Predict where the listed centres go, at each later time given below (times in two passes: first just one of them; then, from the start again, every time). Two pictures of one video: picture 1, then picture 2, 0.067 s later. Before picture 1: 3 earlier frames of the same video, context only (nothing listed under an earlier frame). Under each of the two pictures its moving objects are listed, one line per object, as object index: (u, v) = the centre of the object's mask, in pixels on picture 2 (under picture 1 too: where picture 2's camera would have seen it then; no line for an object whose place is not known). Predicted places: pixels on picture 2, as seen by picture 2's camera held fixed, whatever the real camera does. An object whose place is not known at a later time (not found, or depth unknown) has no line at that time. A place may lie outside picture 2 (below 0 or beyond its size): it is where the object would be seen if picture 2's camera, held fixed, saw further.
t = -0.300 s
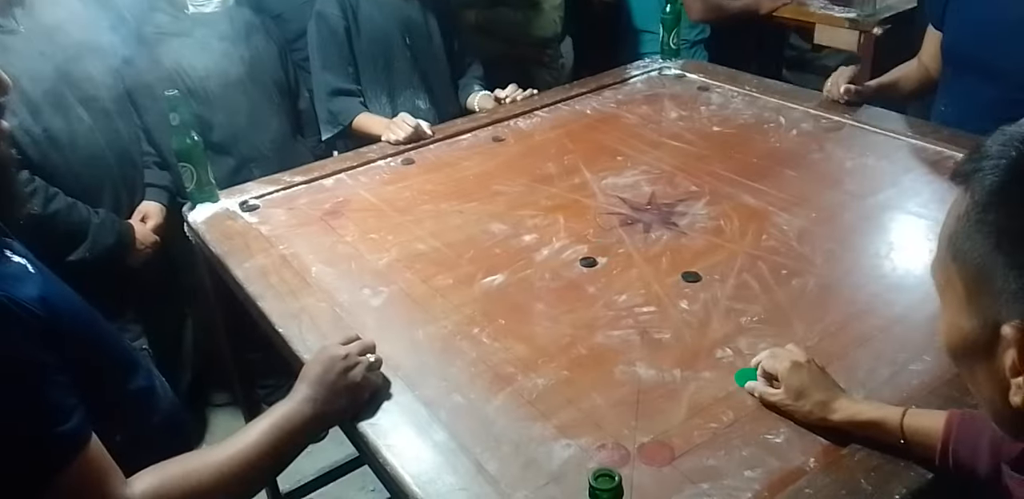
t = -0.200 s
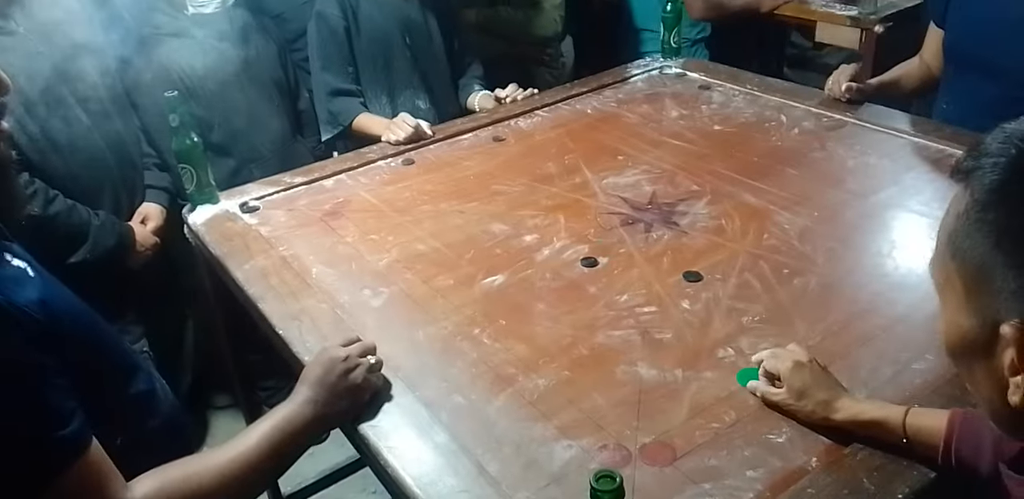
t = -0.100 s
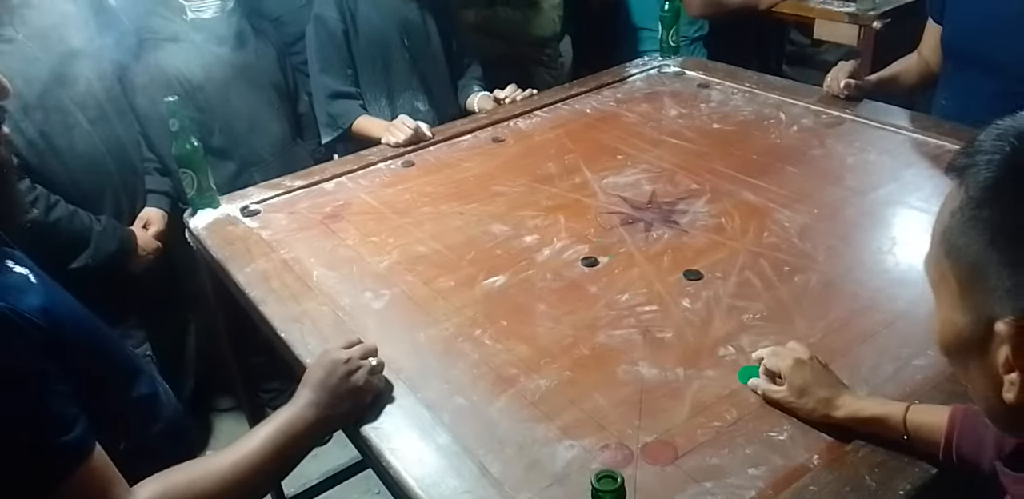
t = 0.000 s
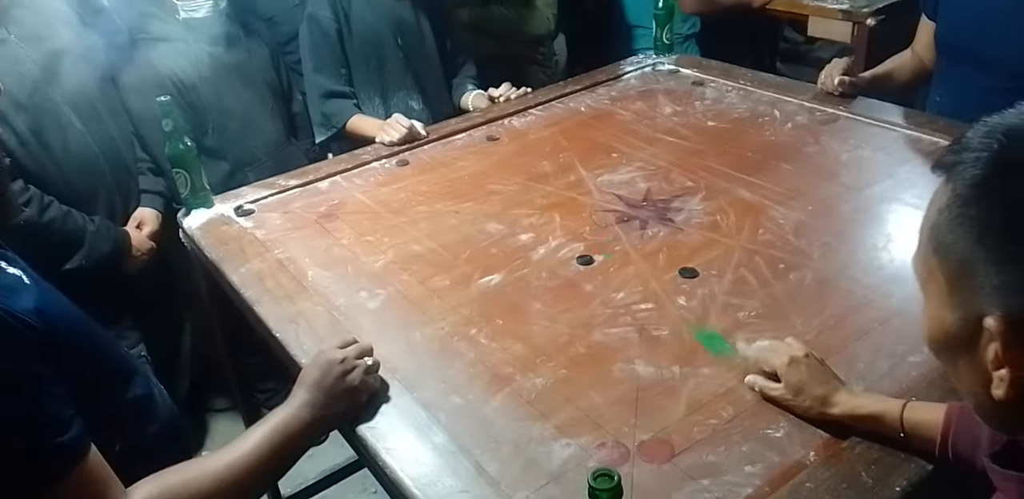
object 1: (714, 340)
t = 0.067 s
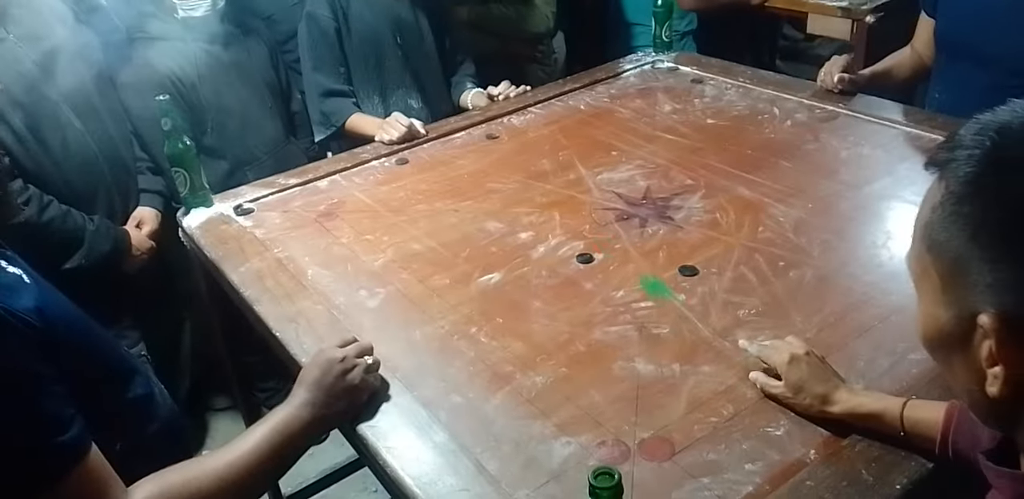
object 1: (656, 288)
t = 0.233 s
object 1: (555, 198)
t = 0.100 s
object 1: (630, 265)
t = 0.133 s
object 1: (607, 245)
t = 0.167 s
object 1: (589, 228)
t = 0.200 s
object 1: (571, 213)
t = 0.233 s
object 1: (555, 198)
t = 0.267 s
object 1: (540, 185)
